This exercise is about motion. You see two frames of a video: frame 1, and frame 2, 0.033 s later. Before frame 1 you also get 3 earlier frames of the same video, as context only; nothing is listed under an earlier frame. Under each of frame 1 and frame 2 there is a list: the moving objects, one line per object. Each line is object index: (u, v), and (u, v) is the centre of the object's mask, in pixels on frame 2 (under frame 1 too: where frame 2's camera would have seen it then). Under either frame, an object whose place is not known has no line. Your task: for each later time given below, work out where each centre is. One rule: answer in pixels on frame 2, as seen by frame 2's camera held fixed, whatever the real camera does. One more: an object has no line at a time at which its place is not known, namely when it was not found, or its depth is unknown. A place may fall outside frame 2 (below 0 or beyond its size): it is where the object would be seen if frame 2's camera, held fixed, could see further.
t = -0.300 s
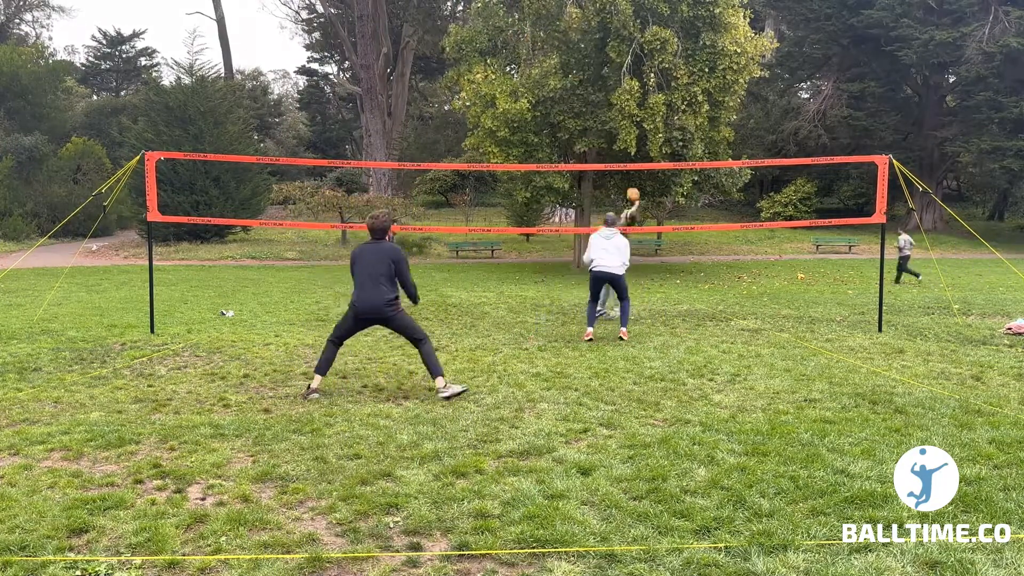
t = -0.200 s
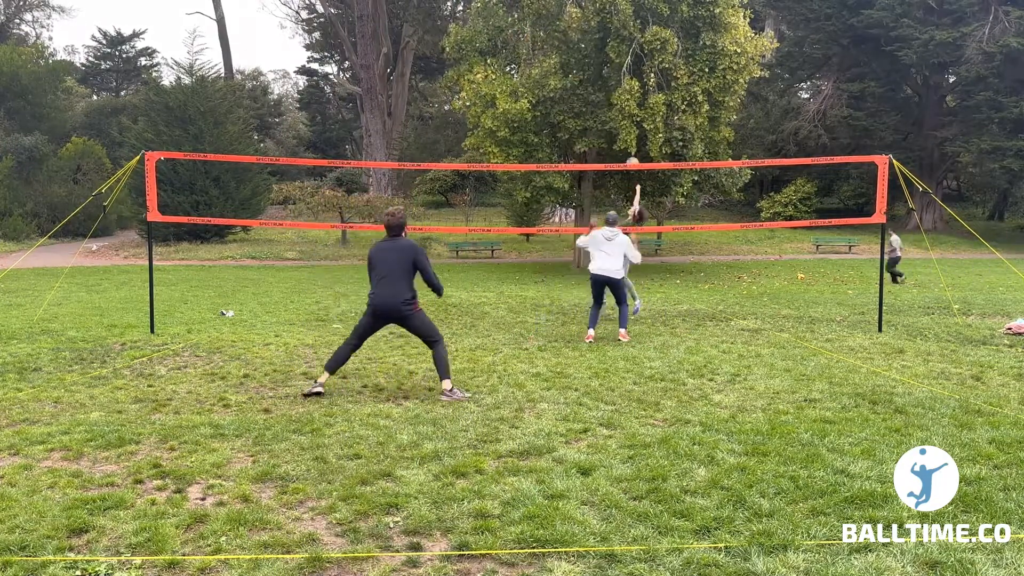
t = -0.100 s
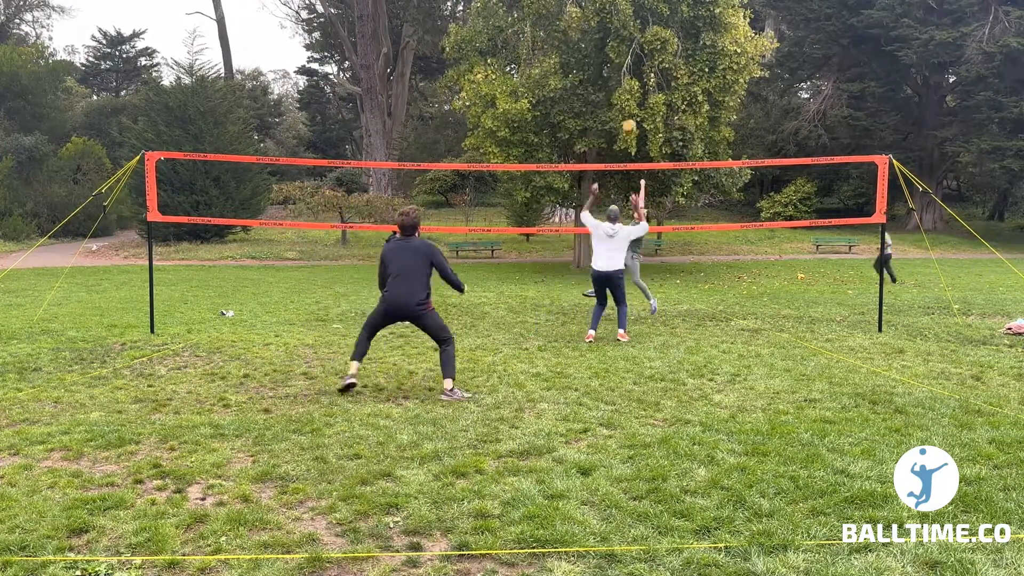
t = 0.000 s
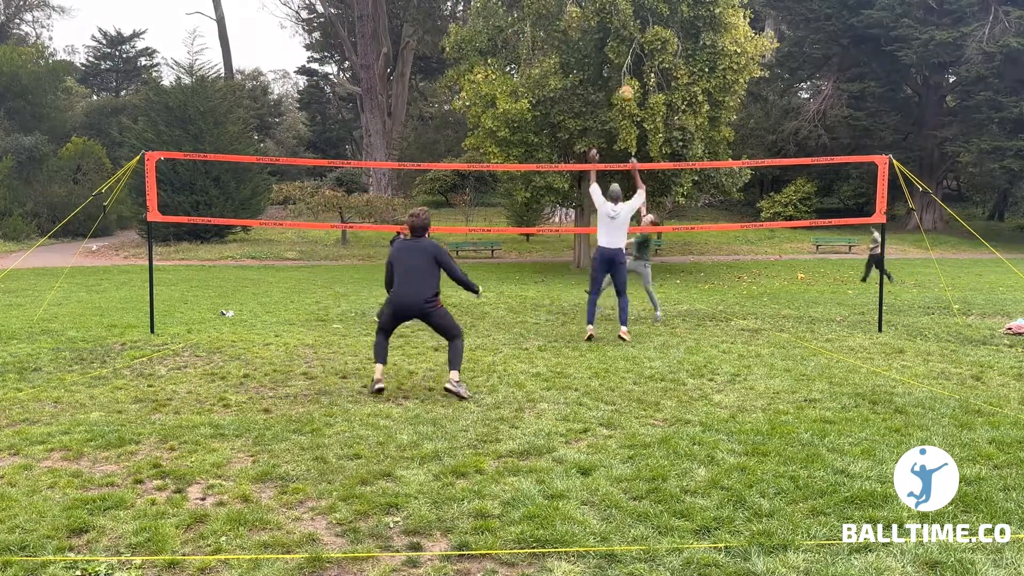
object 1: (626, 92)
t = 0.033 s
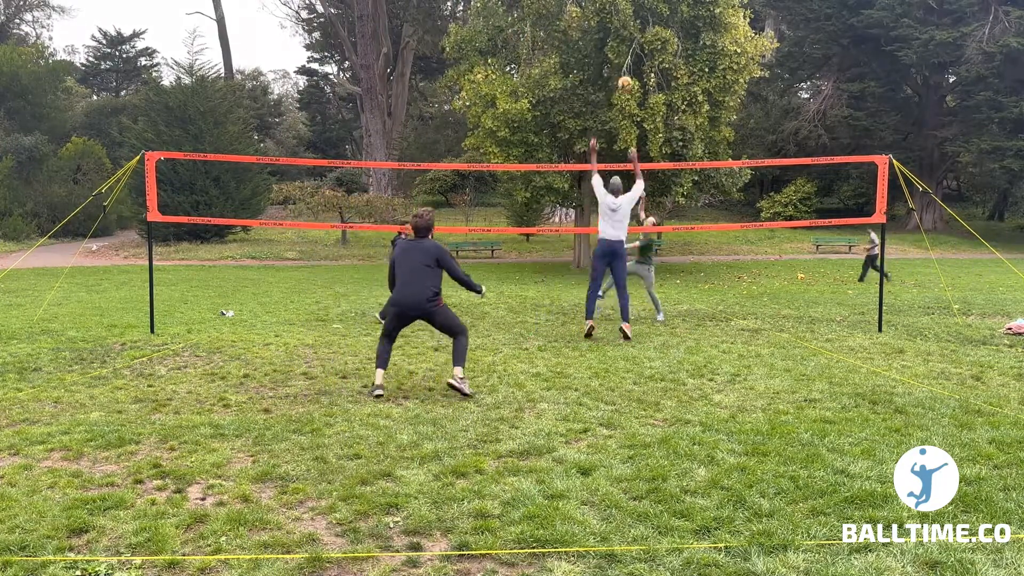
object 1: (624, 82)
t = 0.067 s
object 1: (623, 75)
